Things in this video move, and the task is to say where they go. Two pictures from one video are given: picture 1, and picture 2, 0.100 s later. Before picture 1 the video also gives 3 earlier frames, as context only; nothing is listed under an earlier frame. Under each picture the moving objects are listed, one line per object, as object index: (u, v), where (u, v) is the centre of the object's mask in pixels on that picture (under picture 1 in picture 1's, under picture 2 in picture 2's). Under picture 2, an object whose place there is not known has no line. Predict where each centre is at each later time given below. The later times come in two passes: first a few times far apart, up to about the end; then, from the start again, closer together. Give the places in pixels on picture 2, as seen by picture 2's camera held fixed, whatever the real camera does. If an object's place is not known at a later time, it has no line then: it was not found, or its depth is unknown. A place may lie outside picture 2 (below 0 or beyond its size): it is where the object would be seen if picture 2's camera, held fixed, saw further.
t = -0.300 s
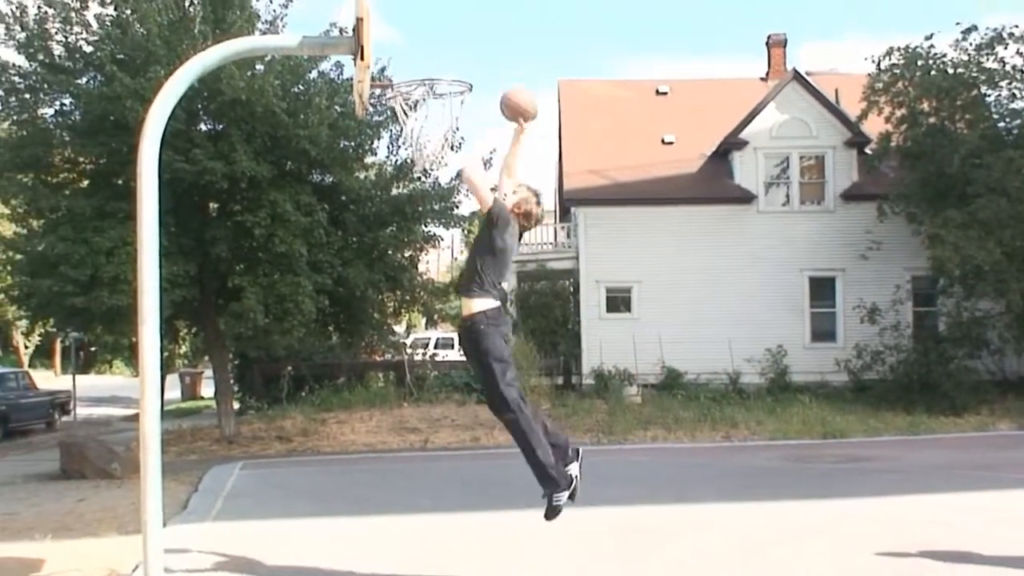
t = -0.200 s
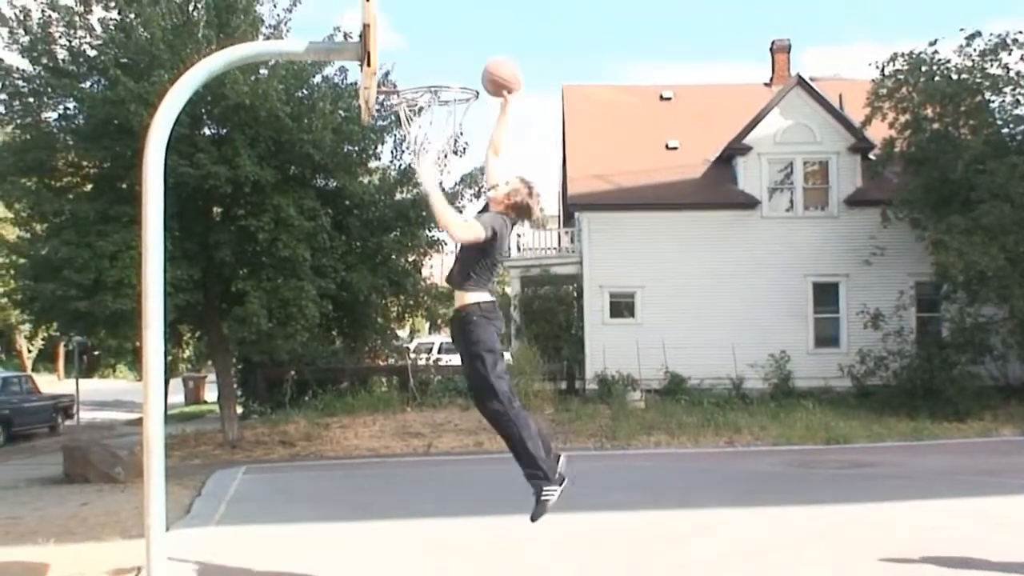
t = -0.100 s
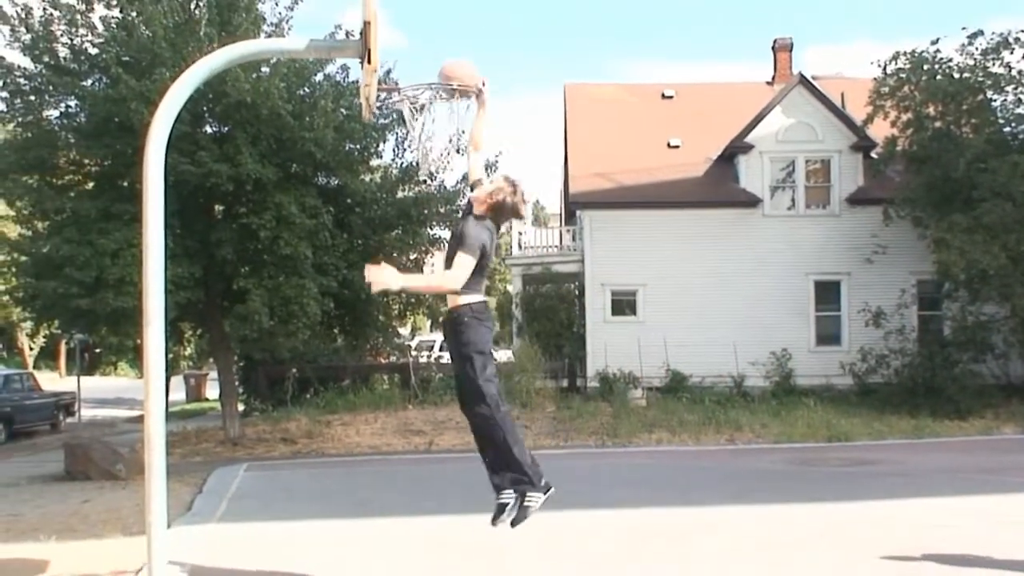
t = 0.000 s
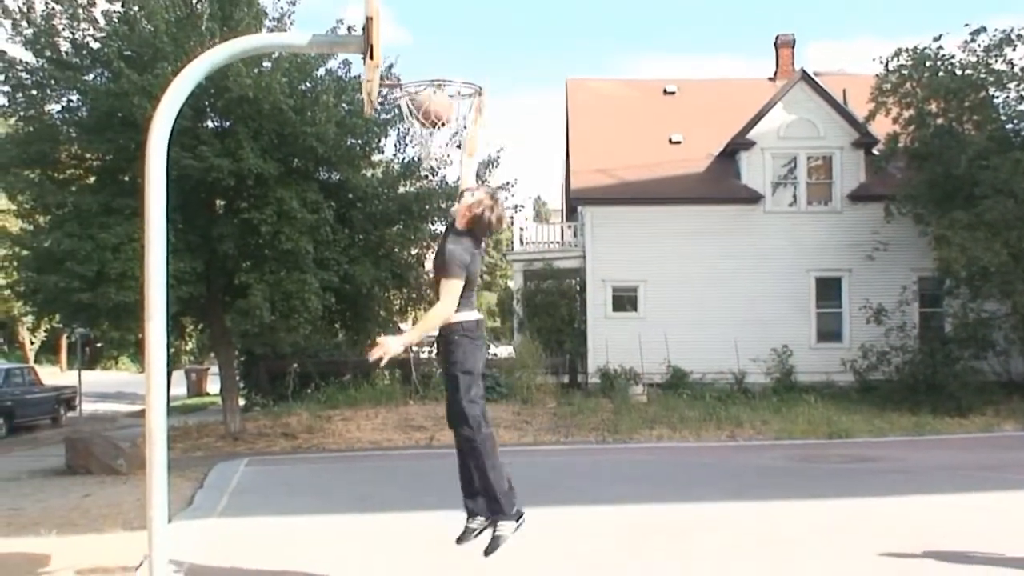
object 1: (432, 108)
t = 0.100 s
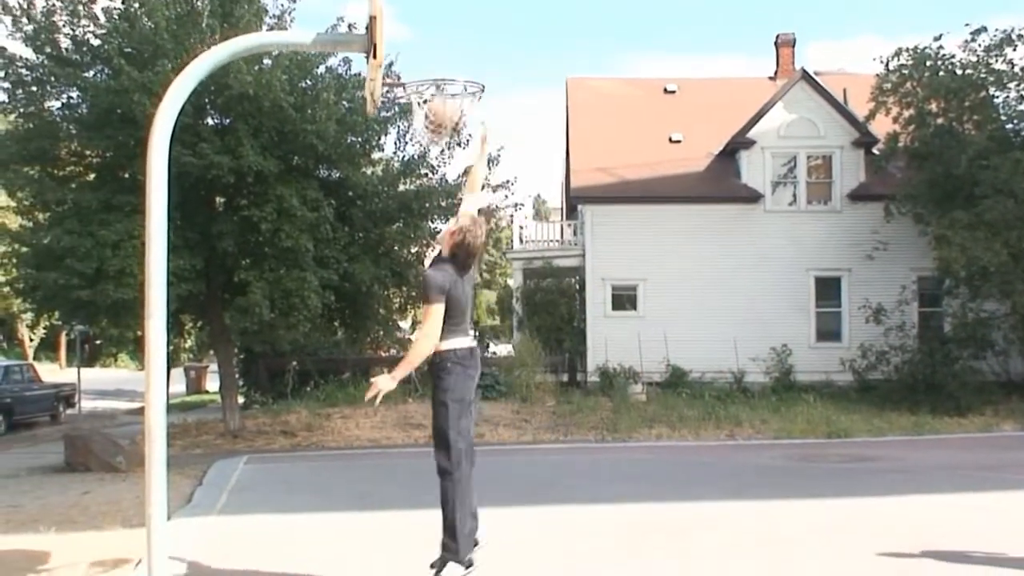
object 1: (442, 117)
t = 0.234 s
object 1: (449, 105)
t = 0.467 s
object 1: (441, 154)
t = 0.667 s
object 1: (434, 159)
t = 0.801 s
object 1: (430, 198)
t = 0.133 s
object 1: (447, 116)
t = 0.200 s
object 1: (454, 106)
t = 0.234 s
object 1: (449, 105)
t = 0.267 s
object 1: (449, 107)
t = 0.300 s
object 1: (449, 126)
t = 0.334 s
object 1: (449, 132)
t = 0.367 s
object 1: (454, 140)
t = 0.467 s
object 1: (441, 154)
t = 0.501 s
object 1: (437, 154)
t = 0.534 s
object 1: (437, 156)
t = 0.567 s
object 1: (437, 155)
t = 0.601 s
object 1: (436, 155)
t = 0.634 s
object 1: (436, 156)
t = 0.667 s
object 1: (434, 159)
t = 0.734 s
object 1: (432, 175)
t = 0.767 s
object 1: (431, 186)
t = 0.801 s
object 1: (430, 198)
